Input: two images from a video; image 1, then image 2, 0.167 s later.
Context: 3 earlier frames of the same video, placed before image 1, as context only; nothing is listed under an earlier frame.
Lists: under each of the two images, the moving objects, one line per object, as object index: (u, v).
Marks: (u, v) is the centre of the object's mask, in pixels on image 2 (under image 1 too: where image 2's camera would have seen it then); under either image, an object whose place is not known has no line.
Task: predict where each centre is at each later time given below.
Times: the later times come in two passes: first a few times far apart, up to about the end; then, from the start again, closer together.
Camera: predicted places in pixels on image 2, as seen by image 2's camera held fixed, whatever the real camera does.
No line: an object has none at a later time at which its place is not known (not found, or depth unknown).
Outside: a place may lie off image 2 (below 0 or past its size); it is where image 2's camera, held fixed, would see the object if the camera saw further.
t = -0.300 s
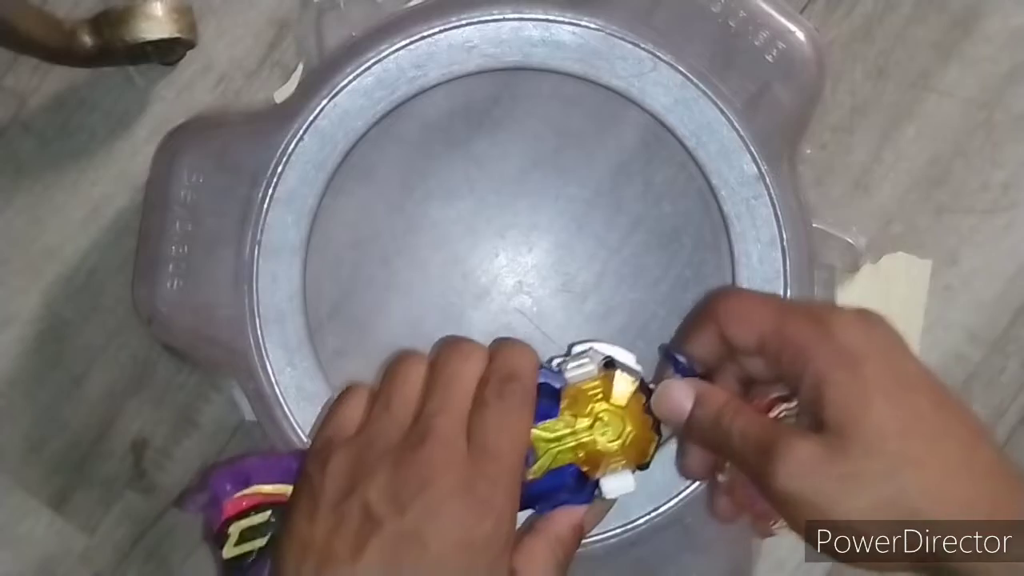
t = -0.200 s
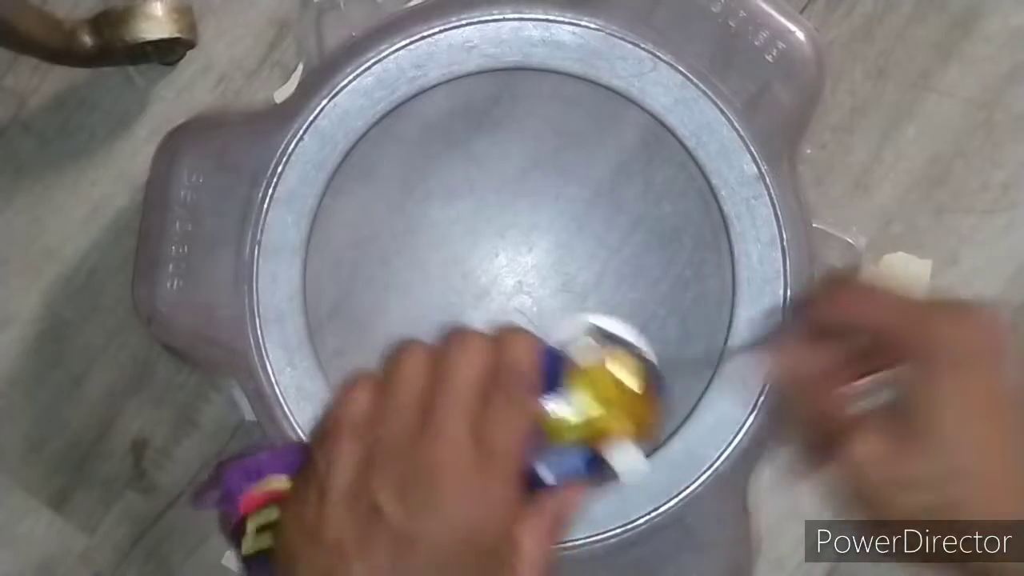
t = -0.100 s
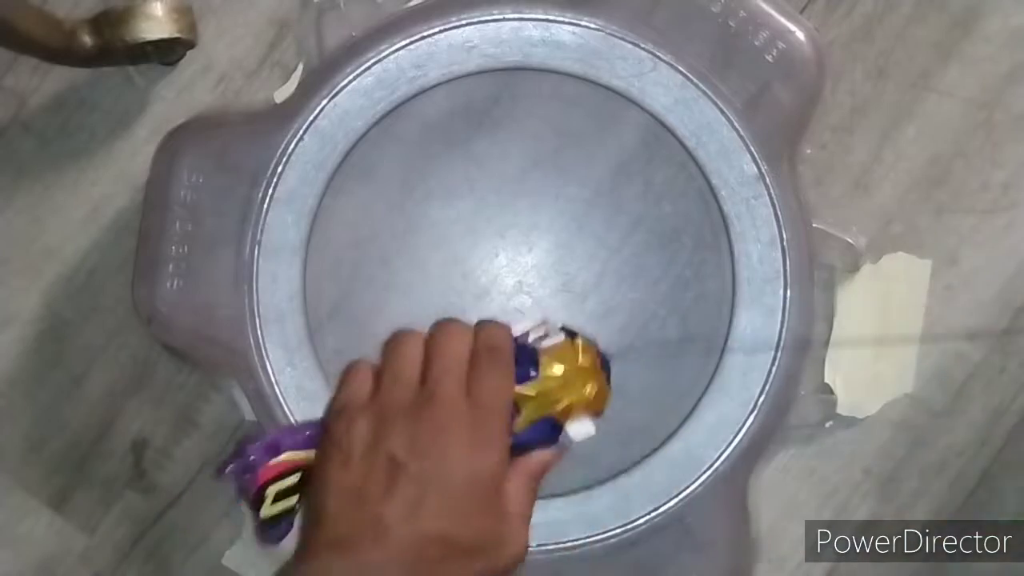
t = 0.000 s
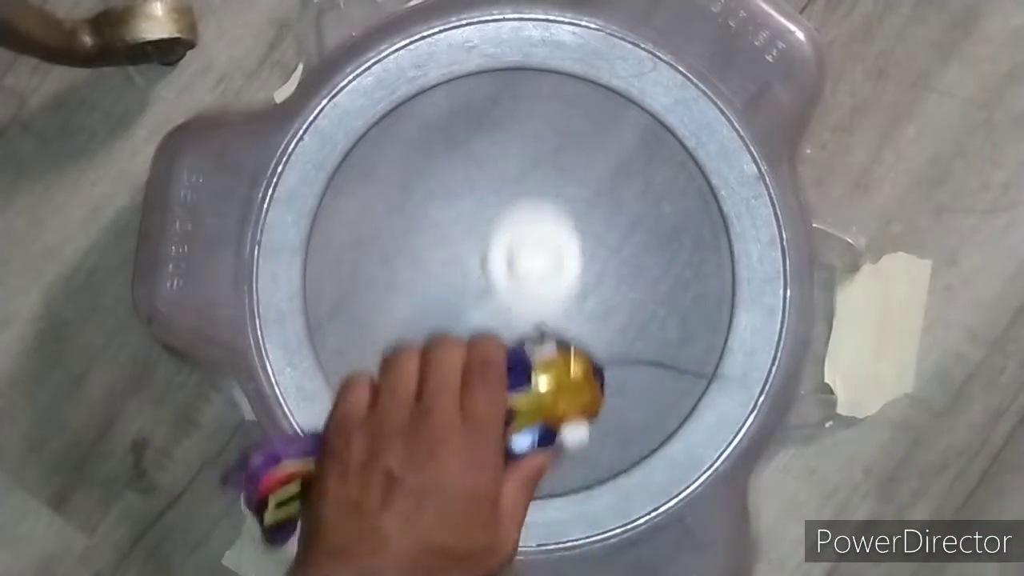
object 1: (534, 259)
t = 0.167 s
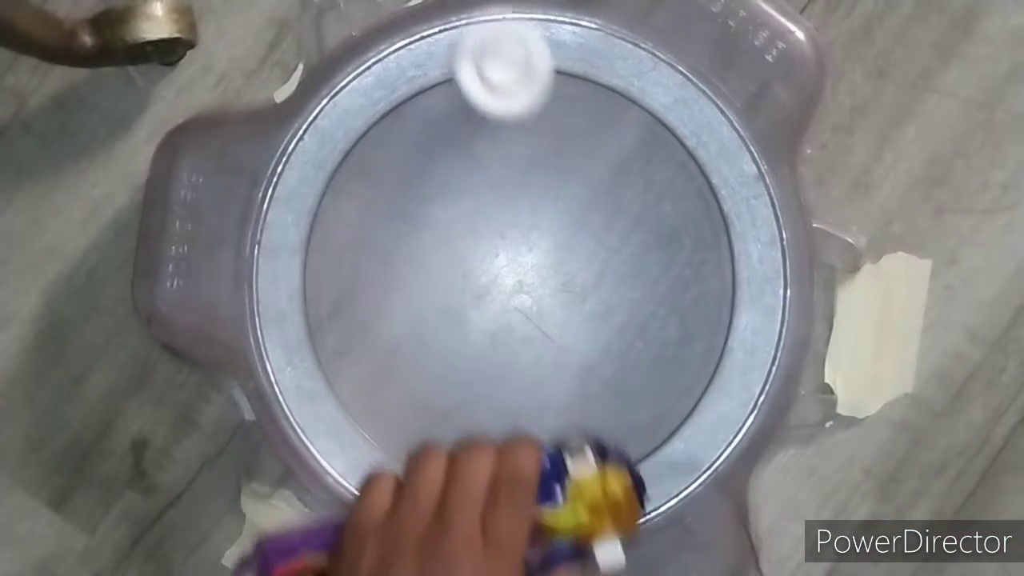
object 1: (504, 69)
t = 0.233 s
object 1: (480, 57)
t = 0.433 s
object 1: (393, 185)
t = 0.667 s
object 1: (471, 364)
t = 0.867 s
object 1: (736, 313)
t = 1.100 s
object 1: (627, 119)
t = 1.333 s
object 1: (351, 143)
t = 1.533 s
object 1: (403, 455)
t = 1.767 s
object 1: (744, 198)
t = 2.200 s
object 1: (603, 525)
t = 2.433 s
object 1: (446, 185)
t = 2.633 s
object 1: (282, 205)
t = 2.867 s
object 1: (381, 400)
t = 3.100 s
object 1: (714, 275)
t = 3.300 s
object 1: (606, 42)
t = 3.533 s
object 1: (414, 303)
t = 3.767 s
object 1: (578, 501)
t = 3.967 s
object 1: (632, 355)
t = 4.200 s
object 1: (352, 190)
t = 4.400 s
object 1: (254, 316)
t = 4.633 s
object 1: (412, 371)
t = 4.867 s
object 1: (559, 215)
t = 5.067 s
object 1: (469, 92)
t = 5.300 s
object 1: (393, 264)
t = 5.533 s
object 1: (626, 363)
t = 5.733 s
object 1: (718, 194)
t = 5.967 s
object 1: (560, 71)
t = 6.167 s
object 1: (379, 251)
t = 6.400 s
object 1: (550, 508)
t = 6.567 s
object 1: (670, 525)
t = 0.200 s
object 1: (491, 47)
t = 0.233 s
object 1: (480, 57)
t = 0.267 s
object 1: (469, 74)
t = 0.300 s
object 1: (456, 90)
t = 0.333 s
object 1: (442, 110)
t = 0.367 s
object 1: (427, 134)
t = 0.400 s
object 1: (410, 159)
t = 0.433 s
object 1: (393, 185)
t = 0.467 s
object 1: (378, 213)
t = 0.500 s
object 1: (370, 239)
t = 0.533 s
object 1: (370, 268)
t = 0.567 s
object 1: (381, 297)
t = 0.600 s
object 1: (402, 324)
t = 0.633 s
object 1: (432, 347)
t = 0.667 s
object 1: (471, 364)
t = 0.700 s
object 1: (517, 374)
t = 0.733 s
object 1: (566, 376)
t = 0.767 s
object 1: (614, 370)
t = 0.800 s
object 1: (660, 356)
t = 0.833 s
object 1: (703, 338)
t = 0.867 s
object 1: (736, 313)
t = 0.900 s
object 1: (740, 282)
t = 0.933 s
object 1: (737, 252)
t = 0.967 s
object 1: (730, 223)
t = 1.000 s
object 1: (712, 194)
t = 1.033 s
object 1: (690, 168)
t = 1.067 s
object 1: (660, 142)
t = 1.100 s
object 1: (627, 119)
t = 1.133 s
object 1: (588, 96)
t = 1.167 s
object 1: (546, 77)
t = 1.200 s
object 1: (500, 71)
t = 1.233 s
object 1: (453, 67)
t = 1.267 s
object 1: (409, 75)
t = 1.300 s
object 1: (375, 105)
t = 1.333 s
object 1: (351, 143)
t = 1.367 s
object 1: (330, 184)
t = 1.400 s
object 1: (319, 234)
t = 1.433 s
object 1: (321, 290)
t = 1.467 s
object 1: (334, 348)
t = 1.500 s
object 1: (358, 406)
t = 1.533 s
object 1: (403, 455)
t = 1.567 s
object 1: (464, 485)
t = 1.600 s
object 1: (537, 489)
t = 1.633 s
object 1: (612, 476)
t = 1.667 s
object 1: (675, 441)
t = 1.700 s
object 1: (734, 379)
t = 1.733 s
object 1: (745, 293)
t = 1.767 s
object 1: (744, 198)
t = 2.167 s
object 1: (509, 520)
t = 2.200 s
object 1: (603, 525)
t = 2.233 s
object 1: (700, 508)
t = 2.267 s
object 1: (684, 457)
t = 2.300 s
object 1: (630, 396)
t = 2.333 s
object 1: (589, 340)
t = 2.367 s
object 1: (548, 280)
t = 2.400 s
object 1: (497, 227)
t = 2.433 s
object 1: (446, 185)
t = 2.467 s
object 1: (399, 157)
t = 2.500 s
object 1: (358, 140)
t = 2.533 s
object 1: (328, 139)
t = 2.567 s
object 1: (311, 155)
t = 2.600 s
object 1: (296, 178)
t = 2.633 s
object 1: (282, 205)
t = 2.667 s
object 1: (266, 236)
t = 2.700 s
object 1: (255, 272)
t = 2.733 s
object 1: (257, 310)
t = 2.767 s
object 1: (279, 342)
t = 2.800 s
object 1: (316, 361)
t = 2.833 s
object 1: (341, 381)
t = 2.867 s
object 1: (381, 400)
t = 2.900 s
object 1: (428, 415)
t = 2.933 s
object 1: (482, 419)
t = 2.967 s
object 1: (537, 411)
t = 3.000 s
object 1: (591, 390)
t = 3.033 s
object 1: (640, 359)
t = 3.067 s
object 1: (679, 321)
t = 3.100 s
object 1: (714, 275)
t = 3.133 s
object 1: (734, 227)
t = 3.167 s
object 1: (744, 175)
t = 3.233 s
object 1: (694, 74)
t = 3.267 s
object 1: (652, 43)
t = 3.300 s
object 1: (606, 42)
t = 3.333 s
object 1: (575, 76)
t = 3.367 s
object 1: (547, 106)
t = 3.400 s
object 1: (515, 139)
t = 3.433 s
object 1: (480, 173)
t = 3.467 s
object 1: (449, 212)
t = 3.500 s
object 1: (427, 256)
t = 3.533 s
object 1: (414, 303)
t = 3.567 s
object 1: (412, 351)
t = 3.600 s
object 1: (418, 398)
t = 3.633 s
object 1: (433, 441)
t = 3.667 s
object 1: (456, 479)
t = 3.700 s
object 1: (495, 494)
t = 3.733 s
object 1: (534, 498)
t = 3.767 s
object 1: (578, 501)
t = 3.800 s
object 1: (626, 505)
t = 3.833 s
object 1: (673, 498)
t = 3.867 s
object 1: (700, 478)
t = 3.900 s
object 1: (673, 434)
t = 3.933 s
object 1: (654, 399)
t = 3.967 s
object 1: (632, 355)
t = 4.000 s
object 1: (604, 311)
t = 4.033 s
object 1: (571, 273)
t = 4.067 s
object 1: (530, 242)
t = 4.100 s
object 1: (486, 217)
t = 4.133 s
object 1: (440, 199)
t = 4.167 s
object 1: (394, 191)
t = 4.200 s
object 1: (352, 190)
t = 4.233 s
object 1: (321, 199)
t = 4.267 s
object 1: (302, 217)
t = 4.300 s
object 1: (287, 239)
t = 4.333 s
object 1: (272, 263)
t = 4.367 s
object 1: (257, 289)
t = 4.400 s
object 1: (254, 316)
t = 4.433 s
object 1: (269, 331)
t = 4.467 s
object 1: (293, 337)
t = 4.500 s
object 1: (317, 344)
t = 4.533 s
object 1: (338, 351)
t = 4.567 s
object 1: (361, 360)
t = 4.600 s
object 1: (384, 368)
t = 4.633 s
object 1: (412, 371)
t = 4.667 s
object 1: (441, 367)
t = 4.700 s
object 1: (470, 355)
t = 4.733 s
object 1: (496, 337)
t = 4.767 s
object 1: (521, 311)
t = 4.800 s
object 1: (541, 281)
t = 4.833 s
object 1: (554, 248)
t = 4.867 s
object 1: (559, 215)
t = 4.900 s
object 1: (559, 181)
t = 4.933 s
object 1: (552, 151)
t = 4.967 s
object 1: (539, 123)
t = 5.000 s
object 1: (519, 100)
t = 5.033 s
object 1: (494, 85)
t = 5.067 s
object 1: (469, 92)
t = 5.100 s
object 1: (445, 108)
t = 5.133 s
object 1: (421, 129)
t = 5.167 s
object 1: (402, 148)
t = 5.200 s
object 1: (387, 172)
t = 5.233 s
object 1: (380, 200)
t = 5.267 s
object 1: (382, 231)
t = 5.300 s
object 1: (393, 264)
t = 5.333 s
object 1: (413, 293)
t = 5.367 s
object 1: (439, 320)
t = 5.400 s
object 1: (472, 342)
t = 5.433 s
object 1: (508, 357)
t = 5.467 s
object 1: (548, 367)
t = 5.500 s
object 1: (589, 369)
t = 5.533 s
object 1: (626, 363)
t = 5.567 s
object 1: (662, 350)
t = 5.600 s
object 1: (695, 330)
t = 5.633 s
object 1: (724, 301)
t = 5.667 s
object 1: (731, 265)
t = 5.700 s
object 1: (728, 231)
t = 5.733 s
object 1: (718, 194)
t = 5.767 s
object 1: (710, 160)
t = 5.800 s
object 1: (697, 130)
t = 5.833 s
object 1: (679, 105)
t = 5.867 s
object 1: (655, 85)
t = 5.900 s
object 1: (626, 72)
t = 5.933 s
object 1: (594, 68)
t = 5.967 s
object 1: (560, 71)
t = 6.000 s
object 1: (525, 80)
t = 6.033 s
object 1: (486, 99)
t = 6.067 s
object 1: (449, 129)
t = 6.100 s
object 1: (417, 162)
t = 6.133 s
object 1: (393, 204)
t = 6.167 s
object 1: (379, 251)
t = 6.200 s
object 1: (374, 301)
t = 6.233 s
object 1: (379, 350)
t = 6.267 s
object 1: (395, 399)
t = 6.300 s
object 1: (422, 443)
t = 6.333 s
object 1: (456, 481)
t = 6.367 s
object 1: (504, 497)
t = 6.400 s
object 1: (550, 508)
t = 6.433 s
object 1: (600, 522)
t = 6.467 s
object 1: (647, 525)
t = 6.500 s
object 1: (689, 523)
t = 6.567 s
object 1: (670, 525)
